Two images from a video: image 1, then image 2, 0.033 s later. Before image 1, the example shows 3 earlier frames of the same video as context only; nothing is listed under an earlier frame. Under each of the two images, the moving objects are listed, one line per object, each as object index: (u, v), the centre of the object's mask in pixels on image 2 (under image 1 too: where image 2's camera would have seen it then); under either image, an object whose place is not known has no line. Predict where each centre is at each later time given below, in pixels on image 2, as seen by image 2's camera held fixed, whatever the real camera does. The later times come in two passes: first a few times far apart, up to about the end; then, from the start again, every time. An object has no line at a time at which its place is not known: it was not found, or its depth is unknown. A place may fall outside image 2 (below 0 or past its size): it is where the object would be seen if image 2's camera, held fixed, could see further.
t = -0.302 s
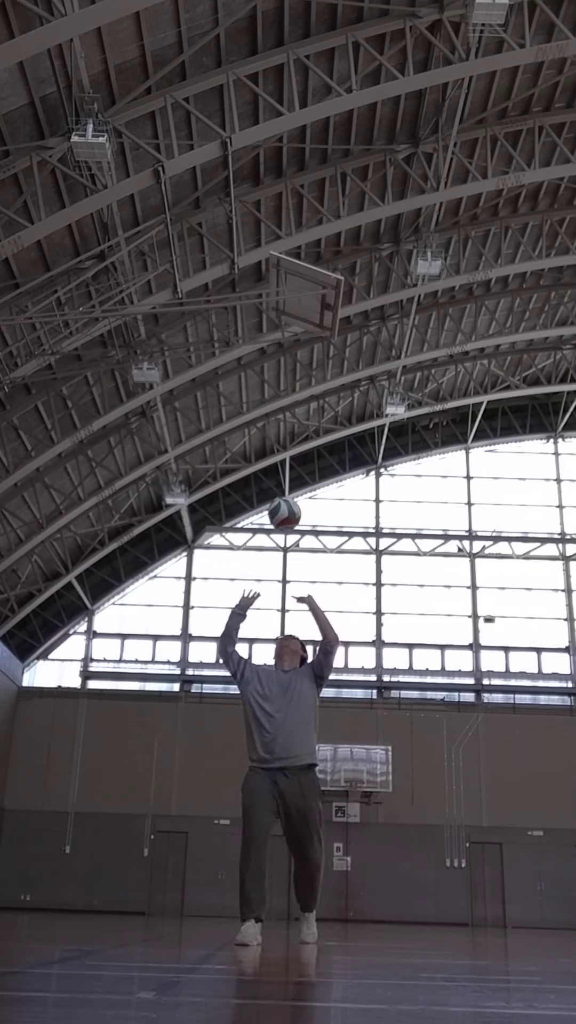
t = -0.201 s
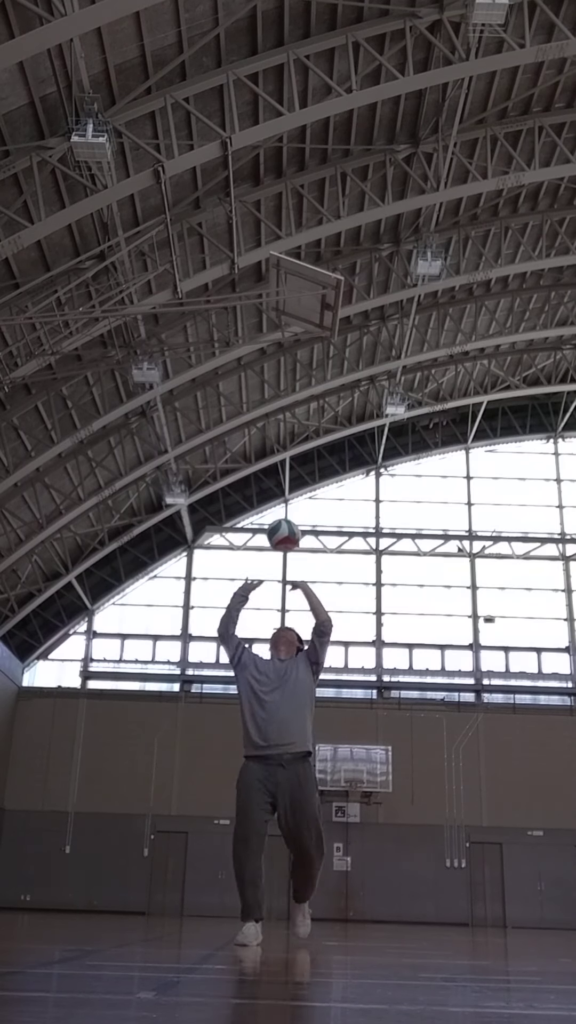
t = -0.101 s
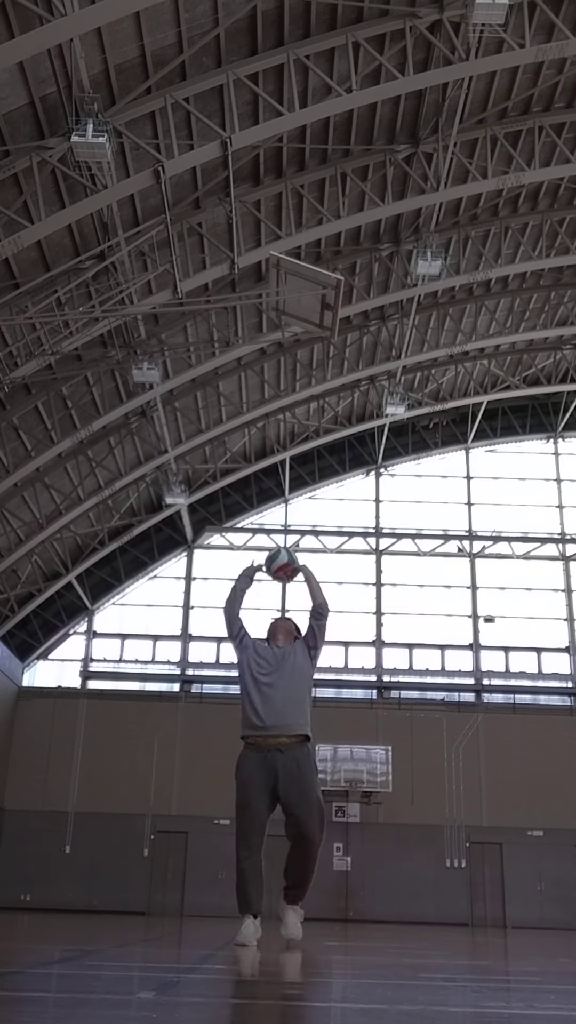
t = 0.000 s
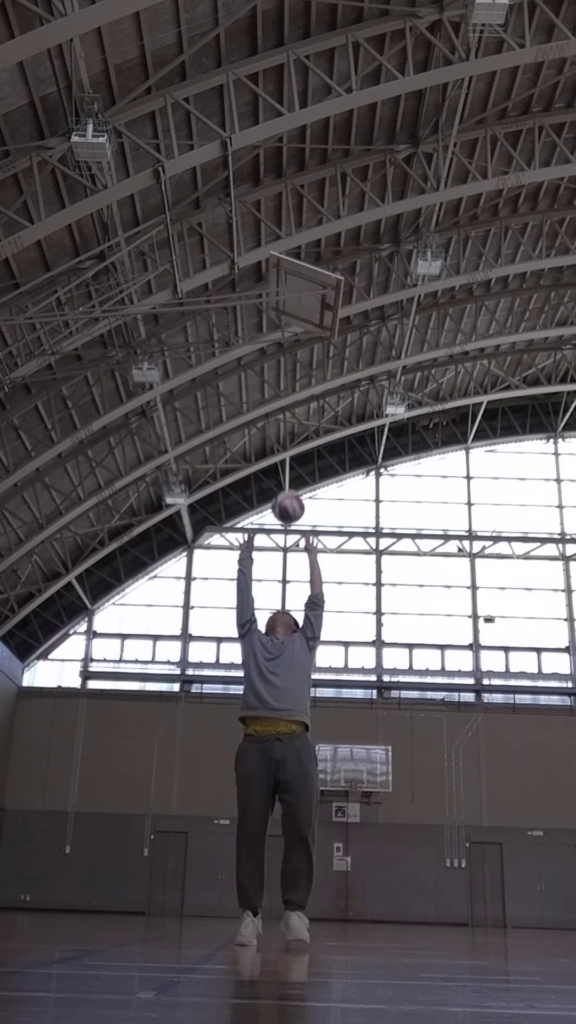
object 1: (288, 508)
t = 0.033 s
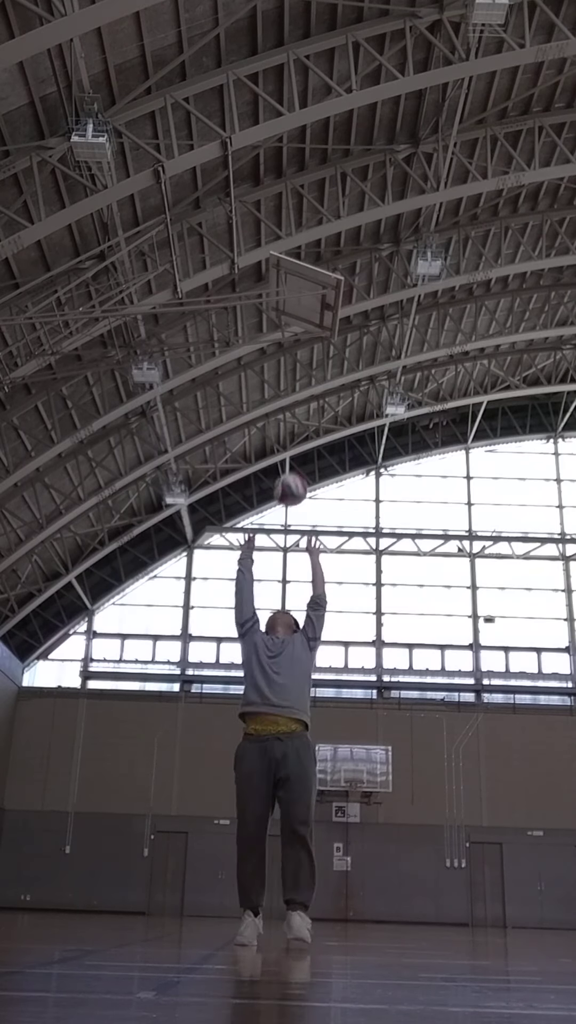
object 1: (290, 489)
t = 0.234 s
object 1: (305, 421)
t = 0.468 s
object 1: (317, 412)
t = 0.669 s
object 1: (326, 461)
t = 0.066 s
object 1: (293, 475)
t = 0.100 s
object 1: (295, 461)
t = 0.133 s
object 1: (298, 448)
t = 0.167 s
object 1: (300, 438)
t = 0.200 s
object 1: (303, 428)
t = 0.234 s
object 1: (305, 421)
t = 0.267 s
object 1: (307, 415)
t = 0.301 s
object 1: (309, 410)
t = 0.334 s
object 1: (310, 409)
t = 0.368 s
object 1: (311, 407)
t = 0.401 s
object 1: (312, 408)
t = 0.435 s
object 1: (315, 409)
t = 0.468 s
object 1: (317, 412)
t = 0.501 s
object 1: (319, 416)
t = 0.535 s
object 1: (320, 420)
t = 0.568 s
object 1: (323, 429)
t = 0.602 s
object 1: (324, 439)
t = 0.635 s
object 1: (325, 449)
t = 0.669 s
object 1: (326, 461)
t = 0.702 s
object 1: (328, 472)
